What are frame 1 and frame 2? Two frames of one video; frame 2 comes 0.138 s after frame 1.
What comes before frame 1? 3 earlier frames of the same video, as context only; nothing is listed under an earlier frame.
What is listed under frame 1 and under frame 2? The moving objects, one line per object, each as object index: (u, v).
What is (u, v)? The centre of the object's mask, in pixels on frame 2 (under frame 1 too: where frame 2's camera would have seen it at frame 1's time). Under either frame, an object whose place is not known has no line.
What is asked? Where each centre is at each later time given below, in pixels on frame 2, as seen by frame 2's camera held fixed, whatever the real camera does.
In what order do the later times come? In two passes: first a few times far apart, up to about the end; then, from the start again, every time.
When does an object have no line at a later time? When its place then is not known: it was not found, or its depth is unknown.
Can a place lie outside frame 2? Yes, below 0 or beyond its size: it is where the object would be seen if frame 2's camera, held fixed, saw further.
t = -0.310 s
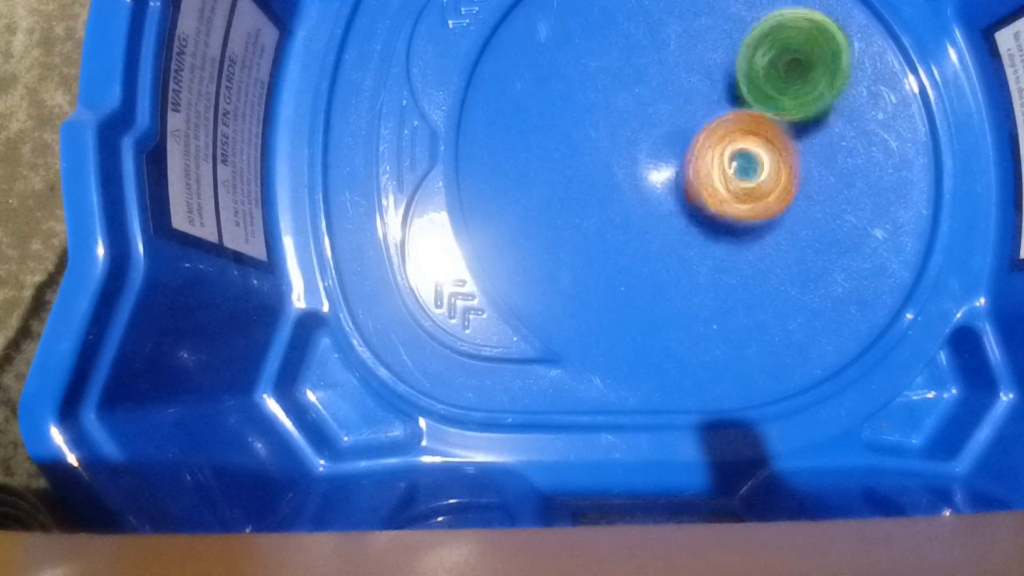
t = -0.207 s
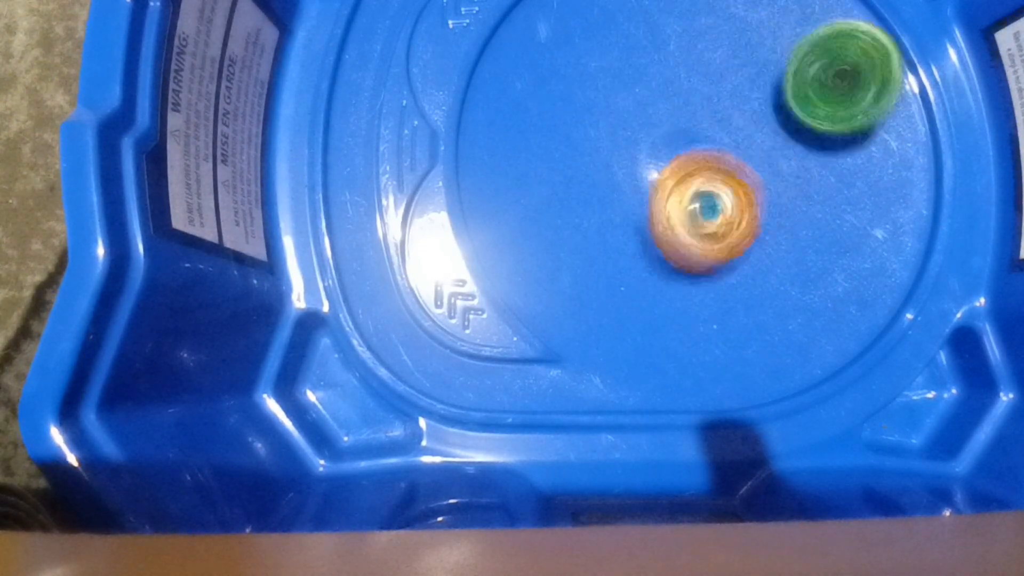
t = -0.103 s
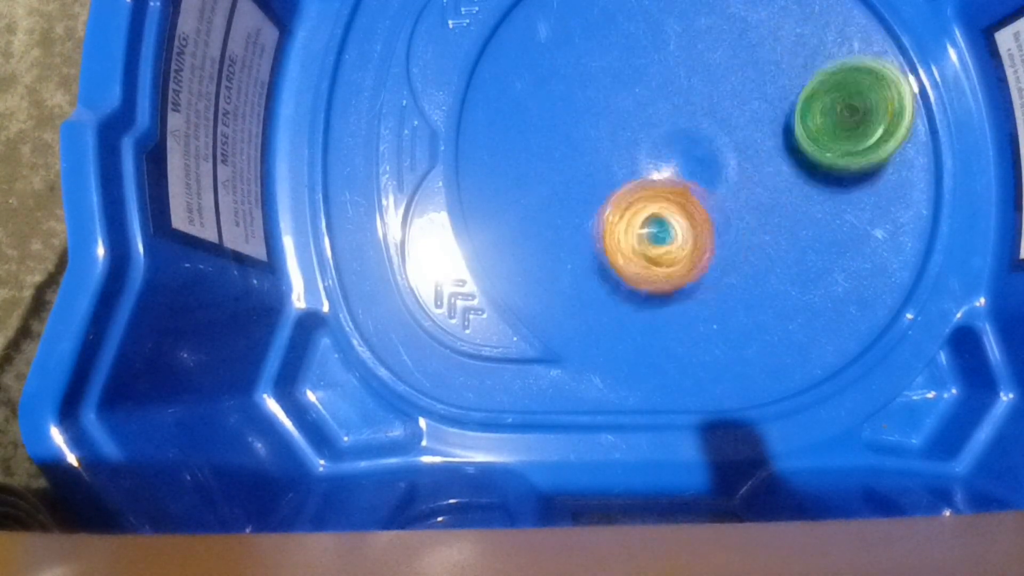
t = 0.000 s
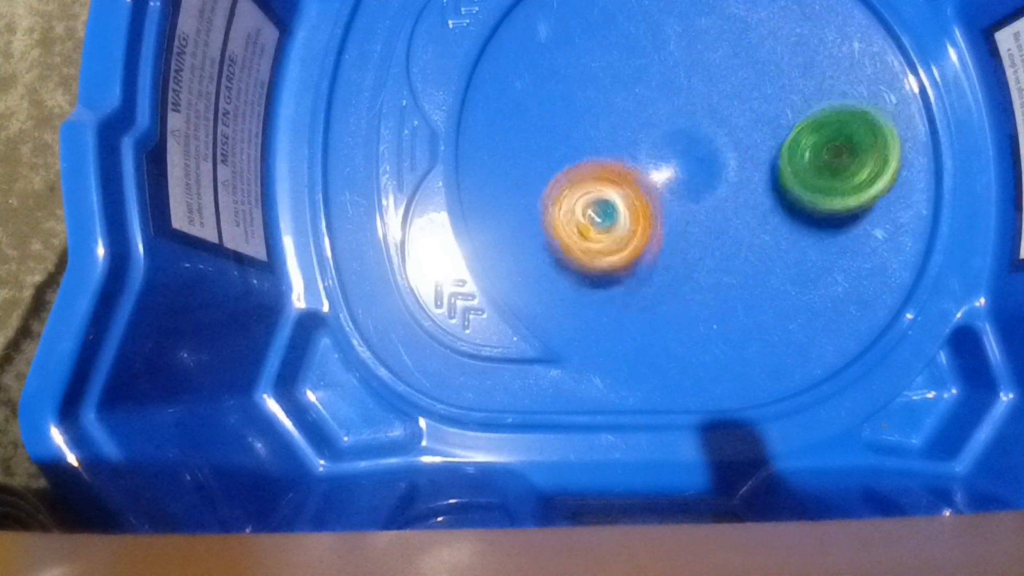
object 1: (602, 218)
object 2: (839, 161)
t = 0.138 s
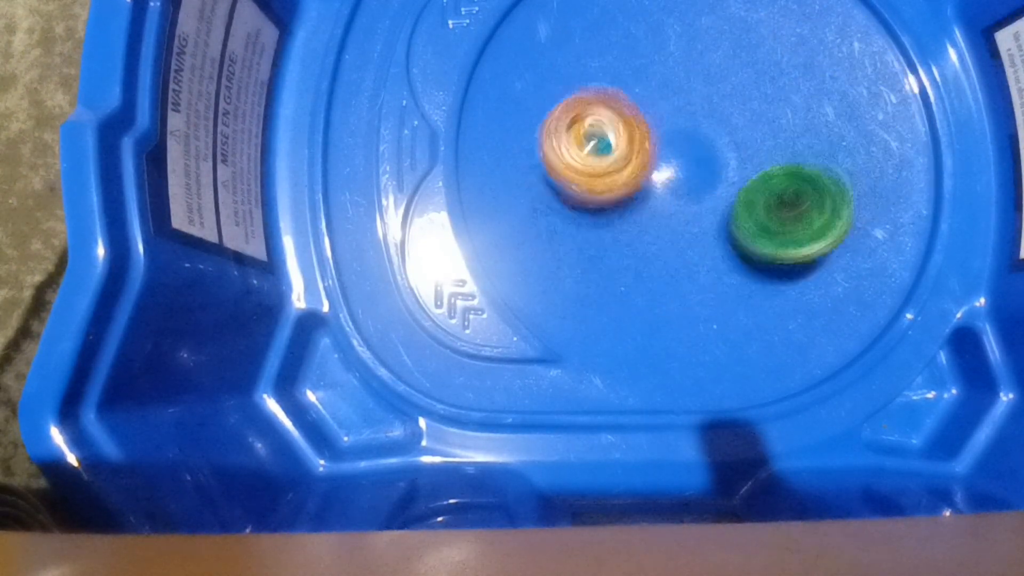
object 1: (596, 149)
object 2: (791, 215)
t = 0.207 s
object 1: (630, 125)
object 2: (758, 235)
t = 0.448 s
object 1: (692, 104)
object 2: (640, 240)
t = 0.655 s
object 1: (768, 105)
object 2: (581, 176)
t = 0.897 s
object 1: (759, 173)
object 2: (607, 85)
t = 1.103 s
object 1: (731, 182)
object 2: (685, 51)
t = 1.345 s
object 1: (710, 212)
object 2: (776, 87)
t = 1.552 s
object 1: (674, 203)
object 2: (797, 163)
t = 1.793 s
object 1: (617, 152)
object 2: (760, 207)
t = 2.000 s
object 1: (627, 82)
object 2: (718, 228)
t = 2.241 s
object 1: (659, 21)
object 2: (714, 208)
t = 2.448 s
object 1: (722, 63)
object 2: (719, 200)
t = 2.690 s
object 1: (758, 98)
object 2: (726, 282)
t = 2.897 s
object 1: (756, 139)
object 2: (697, 285)
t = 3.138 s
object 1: (762, 140)
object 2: (640, 238)
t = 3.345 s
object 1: (786, 125)
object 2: (666, 189)
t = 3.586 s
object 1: (756, 117)
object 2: (673, 212)
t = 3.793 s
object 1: (733, 97)
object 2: (664, 229)
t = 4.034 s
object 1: (698, 96)
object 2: (664, 208)
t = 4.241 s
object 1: (670, 91)
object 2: (681, 215)
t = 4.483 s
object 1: (667, 95)
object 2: (678, 218)
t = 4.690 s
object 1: (686, 79)
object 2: (668, 216)
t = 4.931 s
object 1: (731, 87)
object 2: (673, 204)
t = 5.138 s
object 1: (764, 117)
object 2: (678, 215)
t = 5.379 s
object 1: (771, 156)
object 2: (659, 198)
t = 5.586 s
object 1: (784, 163)
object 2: (658, 187)
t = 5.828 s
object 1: (787, 156)
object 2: (652, 162)
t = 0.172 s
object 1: (611, 132)
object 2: (776, 226)
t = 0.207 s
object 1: (630, 125)
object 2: (758, 235)
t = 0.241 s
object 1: (649, 119)
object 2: (741, 242)
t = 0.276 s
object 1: (669, 122)
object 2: (723, 247)
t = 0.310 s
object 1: (684, 122)
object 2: (705, 250)
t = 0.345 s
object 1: (691, 122)
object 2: (688, 250)
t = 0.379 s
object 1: (693, 119)
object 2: (672, 249)
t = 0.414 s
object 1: (690, 112)
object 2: (656, 246)
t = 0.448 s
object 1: (692, 104)
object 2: (640, 240)
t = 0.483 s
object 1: (698, 96)
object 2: (625, 232)
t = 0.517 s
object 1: (709, 92)
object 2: (614, 224)
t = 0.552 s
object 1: (726, 88)
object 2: (602, 213)
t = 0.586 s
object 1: (741, 89)
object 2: (593, 202)
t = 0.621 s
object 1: (756, 95)
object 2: (586, 189)
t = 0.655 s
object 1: (768, 105)
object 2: (581, 176)
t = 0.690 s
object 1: (778, 117)
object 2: (579, 162)
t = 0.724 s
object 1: (781, 128)
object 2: (579, 148)
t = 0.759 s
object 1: (779, 138)
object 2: (581, 135)
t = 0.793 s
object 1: (776, 149)
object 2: (585, 121)
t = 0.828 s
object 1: (775, 157)
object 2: (591, 109)
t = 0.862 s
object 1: (766, 167)
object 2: (597, 98)
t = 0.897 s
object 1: (759, 173)
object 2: (607, 85)
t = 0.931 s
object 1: (748, 178)
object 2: (618, 75)
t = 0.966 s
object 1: (739, 183)
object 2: (631, 66)
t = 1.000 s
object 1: (733, 182)
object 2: (642, 59)
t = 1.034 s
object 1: (728, 183)
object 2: (656, 54)
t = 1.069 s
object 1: (729, 182)
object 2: (671, 51)
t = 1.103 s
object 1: (731, 182)
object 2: (685, 51)
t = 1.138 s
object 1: (733, 185)
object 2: (700, 50)
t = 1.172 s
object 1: (735, 188)
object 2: (715, 51)
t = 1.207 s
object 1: (732, 194)
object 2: (729, 54)
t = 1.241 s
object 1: (727, 202)
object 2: (743, 59)
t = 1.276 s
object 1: (724, 207)
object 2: (755, 67)
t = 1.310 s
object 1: (716, 211)
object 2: (765, 76)
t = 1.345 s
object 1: (710, 212)
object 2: (776, 87)
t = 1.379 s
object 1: (705, 212)
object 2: (783, 98)
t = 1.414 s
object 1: (696, 211)
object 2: (789, 111)
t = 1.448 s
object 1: (694, 212)
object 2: (792, 124)
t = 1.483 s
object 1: (689, 207)
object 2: (794, 137)
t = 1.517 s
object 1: (686, 205)
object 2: (794, 151)
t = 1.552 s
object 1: (674, 203)
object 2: (797, 163)
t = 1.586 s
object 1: (663, 201)
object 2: (802, 172)
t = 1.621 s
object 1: (649, 199)
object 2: (801, 181)
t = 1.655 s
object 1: (642, 194)
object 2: (797, 188)
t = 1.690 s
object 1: (631, 186)
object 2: (789, 194)
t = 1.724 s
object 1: (622, 177)
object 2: (781, 199)
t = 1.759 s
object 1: (617, 165)
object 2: (771, 204)
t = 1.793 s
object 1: (617, 152)
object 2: (760, 207)
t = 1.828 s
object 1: (620, 142)
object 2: (748, 208)
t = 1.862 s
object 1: (626, 131)
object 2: (736, 207)
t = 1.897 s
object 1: (635, 123)
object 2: (721, 205)
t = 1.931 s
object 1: (636, 115)
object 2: (715, 209)
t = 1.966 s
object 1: (627, 99)
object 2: (718, 219)
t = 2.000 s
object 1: (627, 82)
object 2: (718, 228)
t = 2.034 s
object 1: (624, 64)
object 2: (717, 230)
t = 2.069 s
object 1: (623, 51)
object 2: (716, 229)
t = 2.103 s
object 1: (627, 43)
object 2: (714, 225)
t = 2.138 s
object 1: (631, 34)
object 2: (714, 223)
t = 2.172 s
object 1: (636, 29)
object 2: (713, 219)
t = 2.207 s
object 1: (647, 24)
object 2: (714, 215)
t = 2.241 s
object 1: (659, 21)
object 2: (714, 208)
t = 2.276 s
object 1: (673, 23)
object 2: (715, 204)
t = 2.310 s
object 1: (689, 27)
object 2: (717, 199)
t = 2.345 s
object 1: (701, 32)
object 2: (719, 198)
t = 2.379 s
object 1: (709, 40)
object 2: (718, 199)
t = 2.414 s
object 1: (715, 50)
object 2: (719, 200)
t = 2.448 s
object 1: (722, 63)
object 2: (719, 200)
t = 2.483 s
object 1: (726, 77)
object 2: (722, 200)
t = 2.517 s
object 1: (729, 87)
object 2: (724, 207)
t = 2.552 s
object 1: (732, 83)
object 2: (725, 233)
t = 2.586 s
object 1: (741, 84)
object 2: (724, 252)
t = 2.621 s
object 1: (746, 86)
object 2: (725, 266)
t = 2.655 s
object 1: (753, 93)
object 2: (725, 275)
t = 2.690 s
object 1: (758, 98)
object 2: (726, 282)
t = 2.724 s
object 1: (758, 105)
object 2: (724, 287)
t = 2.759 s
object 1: (760, 111)
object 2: (722, 290)
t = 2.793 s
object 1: (760, 120)
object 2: (716, 292)
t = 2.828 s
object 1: (762, 125)
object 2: (710, 290)
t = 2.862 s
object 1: (758, 129)
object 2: (704, 289)
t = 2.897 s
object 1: (756, 139)
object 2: (697, 285)
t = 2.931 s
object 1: (755, 144)
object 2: (691, 279)
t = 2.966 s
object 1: (748, 152)
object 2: (686, 271)
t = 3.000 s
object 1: (744, 158)
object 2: (681, 260)
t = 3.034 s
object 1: (743, 159)
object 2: (674, 253)
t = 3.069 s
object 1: (753, 148)
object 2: (657, 254)
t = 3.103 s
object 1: (755, 143)
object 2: (646, 247)
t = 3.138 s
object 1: (762, 140)
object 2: (640, 238)
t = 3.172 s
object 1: (771, 133)
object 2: (639, 227)
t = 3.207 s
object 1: (776, 129)
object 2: (641, 218)
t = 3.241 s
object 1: (782, 124)
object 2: (646, 208)
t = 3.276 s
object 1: (781, 125)
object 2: (653, 201)
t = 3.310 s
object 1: (785, 128)
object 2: (658, 195)
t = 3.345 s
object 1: (786, 125)
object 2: (666, 189)
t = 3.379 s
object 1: (781, 124)
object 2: (672, 187)
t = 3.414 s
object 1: (780, 125)
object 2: (674, 184)
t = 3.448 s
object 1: (776, 124)
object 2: (677, 182)
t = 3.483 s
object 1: (774, 125)
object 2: (678, 185)
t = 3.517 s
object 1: (768, 123)
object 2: (679, 188)
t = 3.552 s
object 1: (759, 120)
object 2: (676, 201)
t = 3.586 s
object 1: (756, 117)
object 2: (673, 212)
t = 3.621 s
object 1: (752, 112)
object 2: (672, 221)
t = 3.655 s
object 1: (749, 109)
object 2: (669, 226)
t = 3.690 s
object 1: (744, 103)
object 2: (667, 228)
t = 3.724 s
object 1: (741, 104)
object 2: (666, 228)
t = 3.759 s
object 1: (740, 103)
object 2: (666, 230)
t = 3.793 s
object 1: (733, 97)
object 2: (664, 229)
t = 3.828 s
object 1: (728, 98)
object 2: (662, 226)
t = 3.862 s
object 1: (724, 97)
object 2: (660, 226)
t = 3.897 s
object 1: (718, 95)
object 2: (660, 220)
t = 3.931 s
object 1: (714, 96)
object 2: (659, 214)
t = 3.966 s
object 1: (710, 96)
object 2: (661, 210)
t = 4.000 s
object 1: (701, 95)
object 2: (664, 209)
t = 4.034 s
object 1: (698, 96)
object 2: (664, 208)
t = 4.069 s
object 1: (693, 95)
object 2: (666, 208)
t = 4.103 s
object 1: (687, 92)
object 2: (669, 204)
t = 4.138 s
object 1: (682, 93)
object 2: (675, 203)
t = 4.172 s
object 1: (675, 91)
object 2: (680, 206)
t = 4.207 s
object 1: (671, 90)
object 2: (682, 211)
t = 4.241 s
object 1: (670, 91)
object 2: (681, 215)
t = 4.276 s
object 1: (669, 89)
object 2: (681, 215)
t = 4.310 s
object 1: (664, 88)
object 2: (681, 216)
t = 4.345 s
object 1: (662, 91)
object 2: (682, 215)
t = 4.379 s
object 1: (664, 91)
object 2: (684, 215)
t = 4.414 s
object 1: (662, 94)
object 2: (683, 216)
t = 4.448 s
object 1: (665, 98)
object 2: (681, 216)
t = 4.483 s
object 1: (667, 95)
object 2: (678, 218)
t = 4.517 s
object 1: (663, 94)
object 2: (675, 217)
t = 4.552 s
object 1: (668, 98)
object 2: (675, 213)
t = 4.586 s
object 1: (675, 92)
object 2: (674, 213)
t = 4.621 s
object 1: (676, 83)
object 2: (673, 218)
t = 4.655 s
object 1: (680, 82)
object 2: (670, 219)
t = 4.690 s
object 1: (686, 79)
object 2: (668, 216)
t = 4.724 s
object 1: (695, 74)
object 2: (668, 214)
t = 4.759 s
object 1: (700, 72)
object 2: (669, 211)
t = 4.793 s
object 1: (708, 71)
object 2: (669, 210)
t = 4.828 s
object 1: (715, 73)
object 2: (669, 208)
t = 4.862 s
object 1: (719, 77)
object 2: (670, 208)
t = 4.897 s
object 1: (726, 82)
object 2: (672, 206)
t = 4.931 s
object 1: (731, 87)
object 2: (673, 204)
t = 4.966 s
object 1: (735, 92)
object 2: (678, 200)
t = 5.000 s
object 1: (737, 102)
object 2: (683, 198)
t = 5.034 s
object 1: (748, 105)
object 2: (684, 203)
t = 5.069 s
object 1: (754, 105)
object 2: (682, 210)
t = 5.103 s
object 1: (756, 111)
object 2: (680, 212)
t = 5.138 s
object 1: (764, 117)
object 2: (678, 215)
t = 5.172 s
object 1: (768, 124)
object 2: (673, 217)
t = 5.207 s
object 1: (770, 134)
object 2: (667, 215)
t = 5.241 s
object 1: (773, 139)
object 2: (662, 213)
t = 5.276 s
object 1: (771, 143)
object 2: (659, 208)
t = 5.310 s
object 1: (767, 151)
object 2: (657, 203)
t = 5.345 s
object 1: (769, 157)
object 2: (659, 199)
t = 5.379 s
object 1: (771, 156)
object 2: (659, 198)
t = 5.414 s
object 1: (770, 156)
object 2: (661, 198)
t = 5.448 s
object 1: (768, 160)
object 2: (662, 197)
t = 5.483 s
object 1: (772, 164)
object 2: (664, 197)
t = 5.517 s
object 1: (773, 164)
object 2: (666, 196)
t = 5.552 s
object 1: (774, 164)
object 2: (666, 190)
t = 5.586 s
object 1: (784, 163)
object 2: (658, 187)
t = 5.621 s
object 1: (787, 161)
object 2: (653, 182)
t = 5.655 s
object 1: (789, 157)
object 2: (651, 179)
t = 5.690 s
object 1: (785, 160)
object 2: (652, 173)
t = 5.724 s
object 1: (790, 164)
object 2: (652, 169)
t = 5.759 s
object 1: (794, 163)
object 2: (653, 166)
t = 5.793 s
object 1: (794, 159)
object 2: (653, 164)
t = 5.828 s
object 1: (787, 156)
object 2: (652, 162)
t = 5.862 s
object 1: (778, 154)
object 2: (652, 163)
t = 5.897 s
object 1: (771, 158)
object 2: (654, 165)
